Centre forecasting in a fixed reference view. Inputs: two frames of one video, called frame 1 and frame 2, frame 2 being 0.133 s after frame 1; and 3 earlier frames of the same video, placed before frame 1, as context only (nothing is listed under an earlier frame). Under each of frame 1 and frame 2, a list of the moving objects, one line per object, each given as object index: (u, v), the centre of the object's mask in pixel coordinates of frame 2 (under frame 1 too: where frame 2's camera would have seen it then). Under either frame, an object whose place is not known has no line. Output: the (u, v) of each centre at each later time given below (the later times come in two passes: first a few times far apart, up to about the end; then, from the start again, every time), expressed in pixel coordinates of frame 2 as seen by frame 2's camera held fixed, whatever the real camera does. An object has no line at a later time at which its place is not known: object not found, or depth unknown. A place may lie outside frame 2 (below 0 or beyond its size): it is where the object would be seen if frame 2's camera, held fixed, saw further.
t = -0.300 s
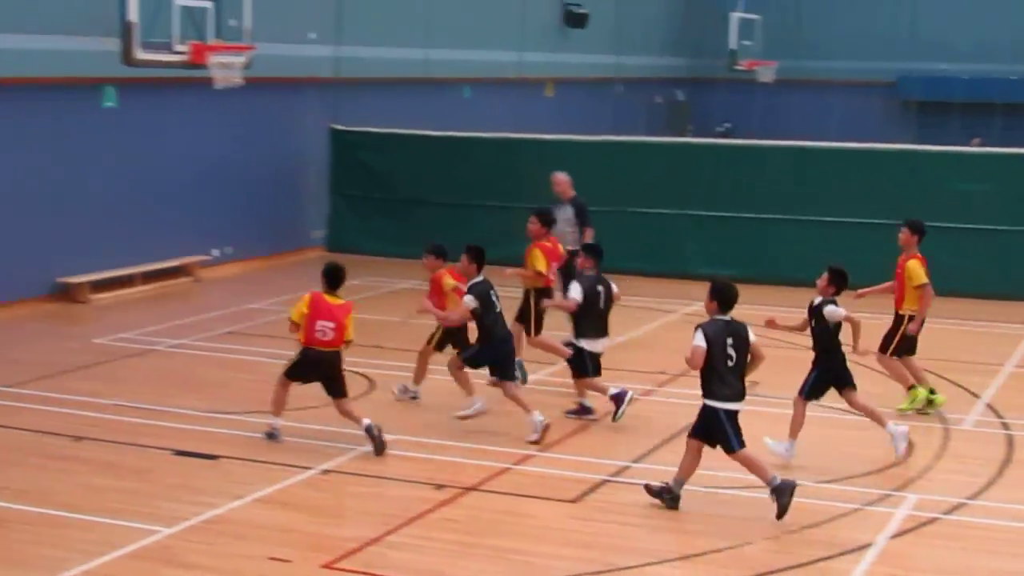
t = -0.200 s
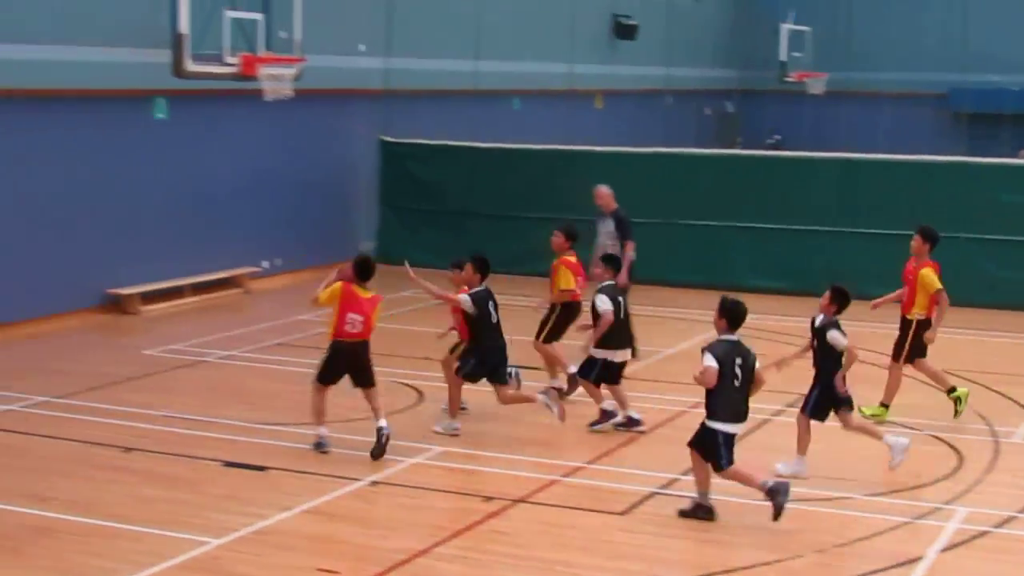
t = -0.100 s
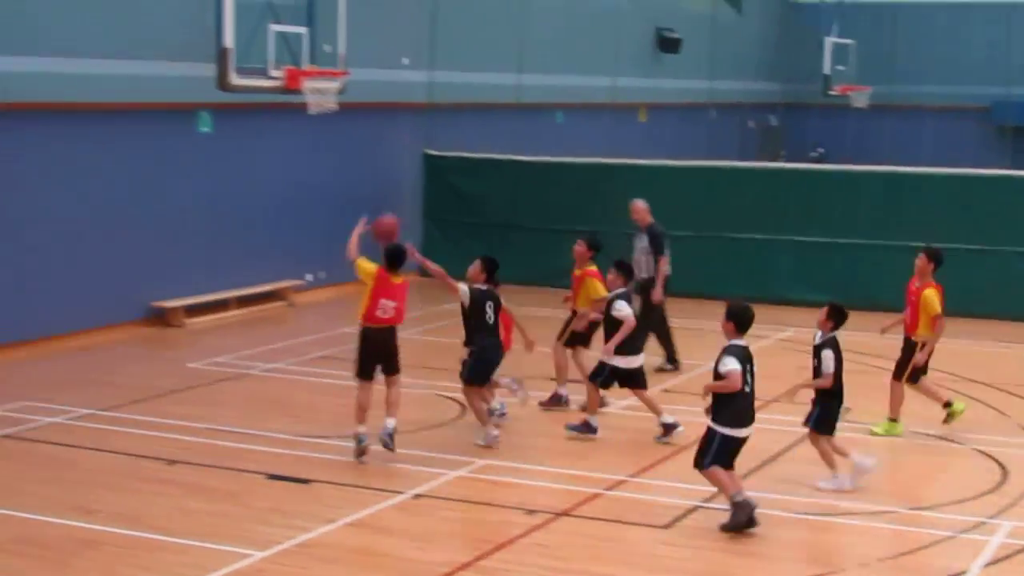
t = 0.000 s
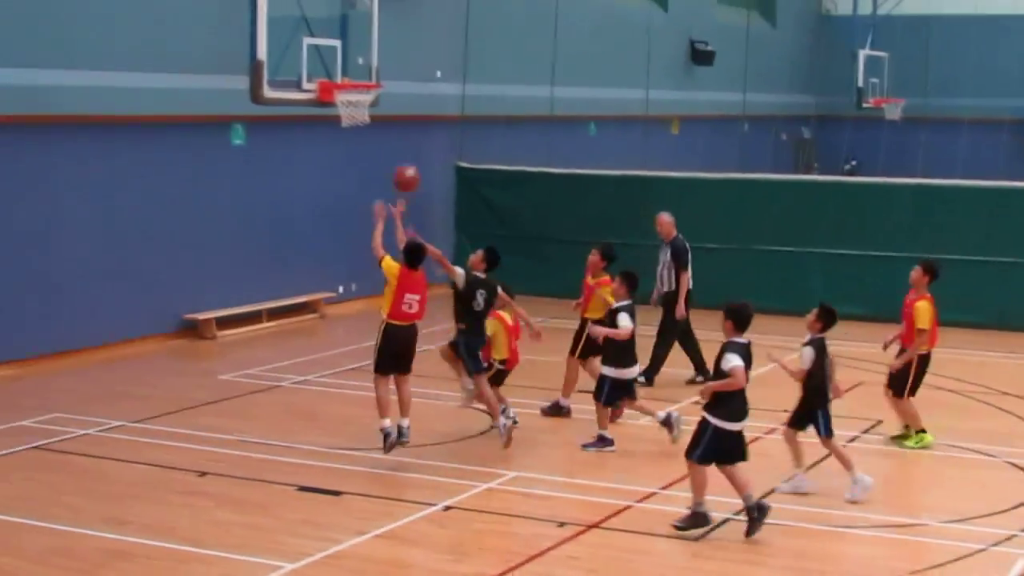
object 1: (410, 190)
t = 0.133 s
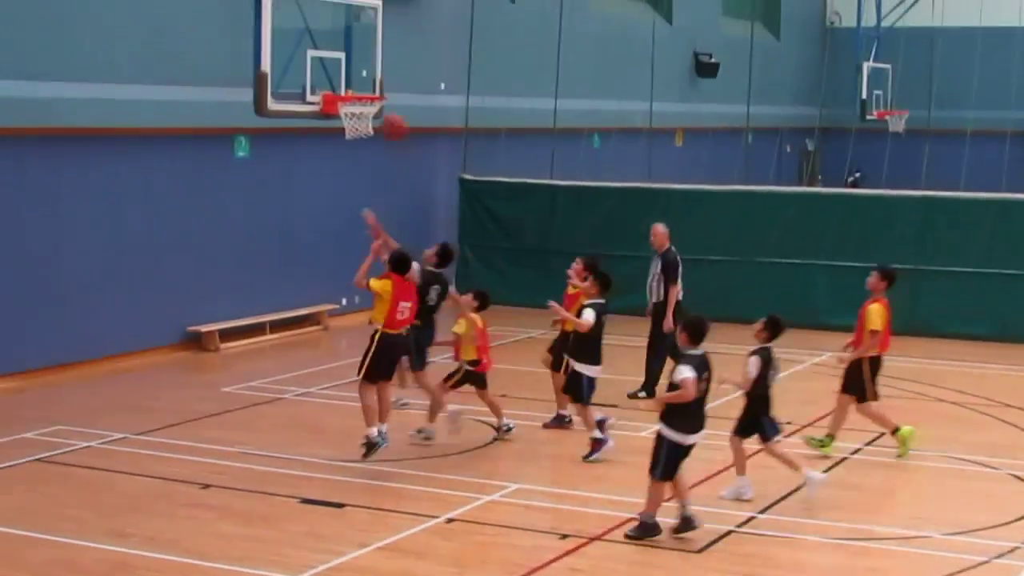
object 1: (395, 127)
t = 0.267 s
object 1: (376, 86)
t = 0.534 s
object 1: (345, 68)
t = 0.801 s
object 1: (373, 81)
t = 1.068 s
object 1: (422, 81)
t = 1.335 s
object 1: (468, 149)
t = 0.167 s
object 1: (388, 114)
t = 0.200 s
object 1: (384, 104)
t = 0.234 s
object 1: (380, 94)
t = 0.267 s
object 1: (376, 86)
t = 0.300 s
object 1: (371, 79)
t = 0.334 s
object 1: (367, 74)
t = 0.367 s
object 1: (363, 70)
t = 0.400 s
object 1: (360, 67)
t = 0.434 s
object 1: (356, 65)
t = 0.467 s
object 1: (352, 65)
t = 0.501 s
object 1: (349, 65)
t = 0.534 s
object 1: (345, 68)
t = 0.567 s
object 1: (341, 71)
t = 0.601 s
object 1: (337, 76)
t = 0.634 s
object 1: (337, 81)
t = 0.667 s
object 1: (344, 82)
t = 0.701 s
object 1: (352, 80)
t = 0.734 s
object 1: (358, 79)
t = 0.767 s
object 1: (366, 80)
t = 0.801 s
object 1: (373, 81)
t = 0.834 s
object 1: (381, 83)
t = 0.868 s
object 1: (387, 82)
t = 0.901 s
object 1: (393, 78)
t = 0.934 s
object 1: (398, 76)
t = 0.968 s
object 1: (405, 76)
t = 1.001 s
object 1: (410, 76)
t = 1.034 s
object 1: (416, 78)
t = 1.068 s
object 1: (422, 81)
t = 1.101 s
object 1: (428, 85)
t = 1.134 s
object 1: (433, 91)
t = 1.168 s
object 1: (439, 97)
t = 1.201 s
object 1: (444, 105)
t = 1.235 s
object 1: (450, 115)
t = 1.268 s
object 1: (456, 124)
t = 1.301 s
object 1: (462, 136)
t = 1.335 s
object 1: (468, 149)
